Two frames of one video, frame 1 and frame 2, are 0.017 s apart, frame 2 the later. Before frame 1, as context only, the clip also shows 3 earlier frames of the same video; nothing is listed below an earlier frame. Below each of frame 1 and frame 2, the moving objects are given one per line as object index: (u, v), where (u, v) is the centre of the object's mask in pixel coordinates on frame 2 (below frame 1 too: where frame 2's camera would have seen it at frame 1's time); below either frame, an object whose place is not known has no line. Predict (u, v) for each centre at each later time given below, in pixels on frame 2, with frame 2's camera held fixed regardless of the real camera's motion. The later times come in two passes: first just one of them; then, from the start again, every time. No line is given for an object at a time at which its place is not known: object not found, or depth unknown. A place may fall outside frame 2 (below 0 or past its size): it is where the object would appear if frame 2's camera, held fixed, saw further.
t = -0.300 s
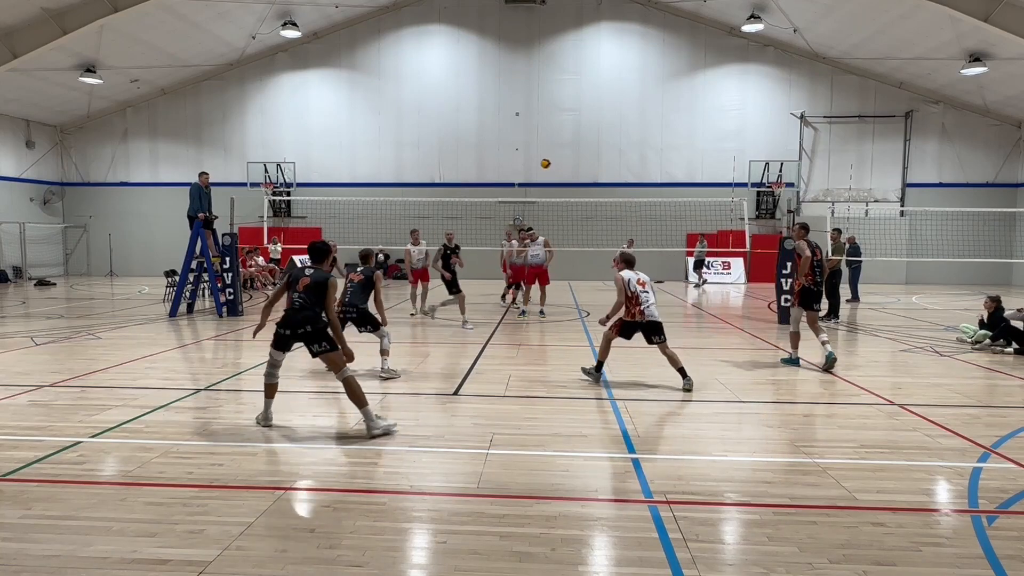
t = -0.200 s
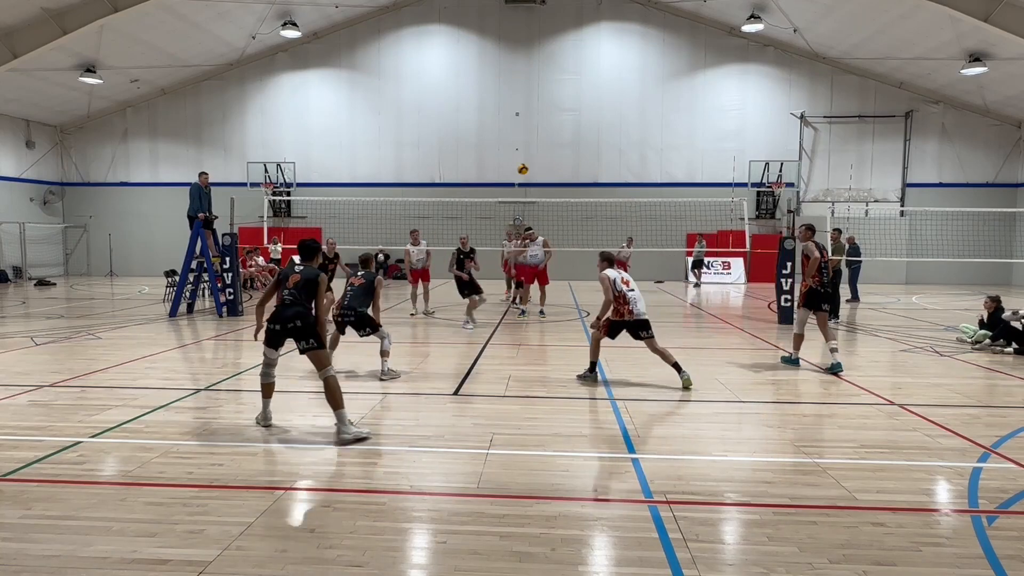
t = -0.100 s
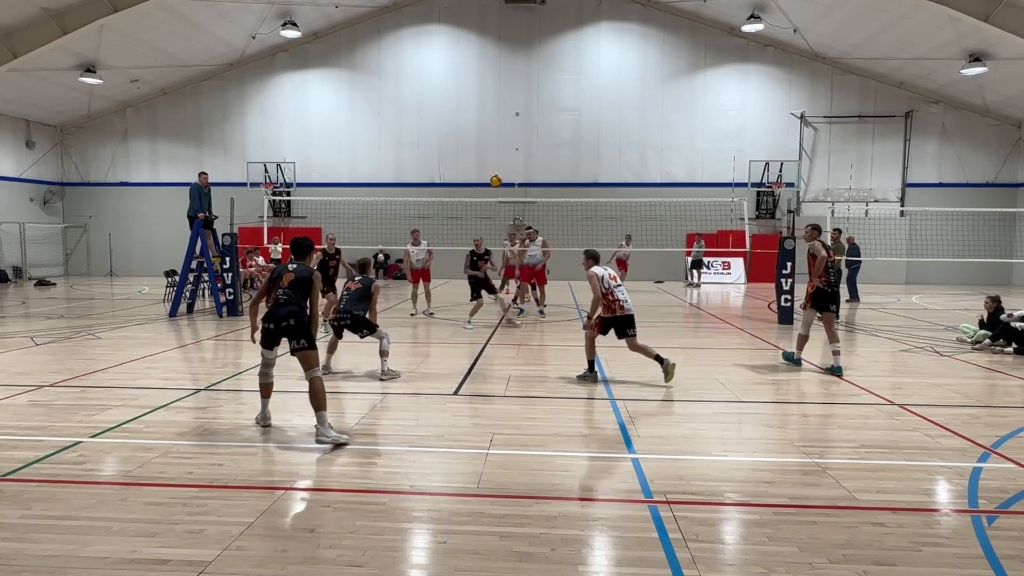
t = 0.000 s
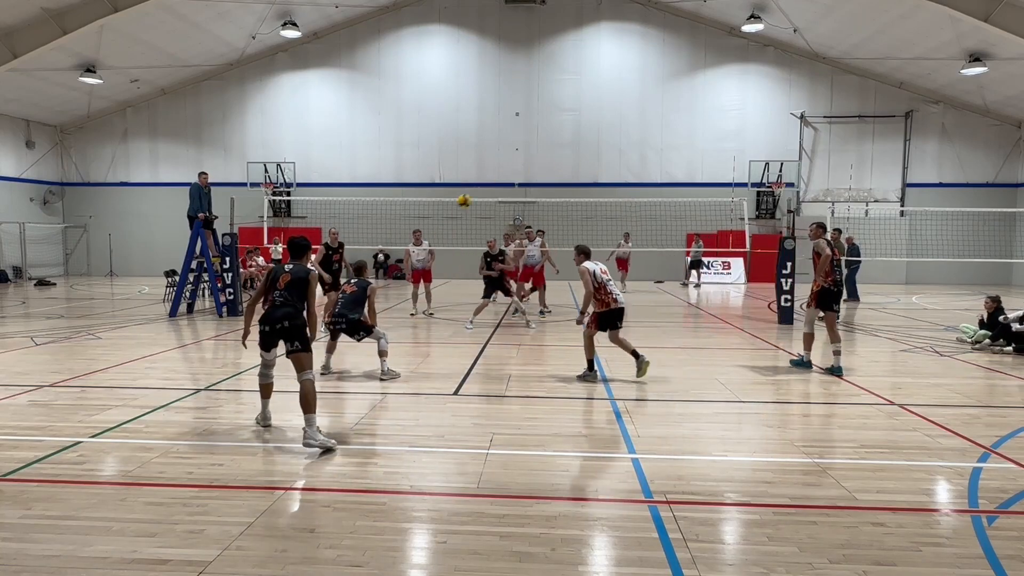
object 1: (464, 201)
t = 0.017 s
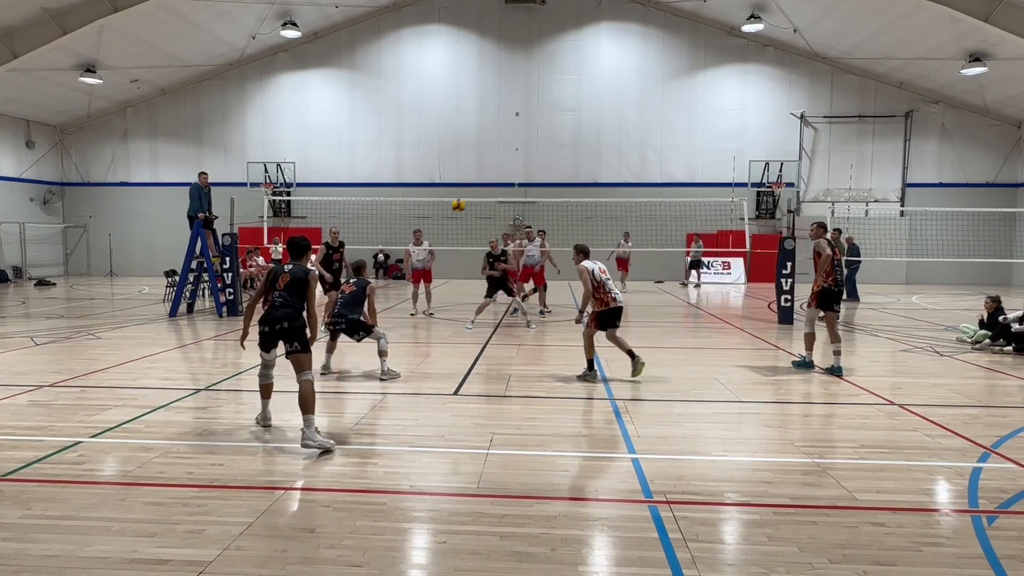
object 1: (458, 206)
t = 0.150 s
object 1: (405, 251)
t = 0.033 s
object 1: (452, 210)
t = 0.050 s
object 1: (446, 215)
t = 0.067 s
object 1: (439, 220)
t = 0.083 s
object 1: (433, 226)
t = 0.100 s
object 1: (425, 232)
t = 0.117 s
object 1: (419, 237)
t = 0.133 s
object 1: (411, 244)
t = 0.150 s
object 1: (405, 251)
